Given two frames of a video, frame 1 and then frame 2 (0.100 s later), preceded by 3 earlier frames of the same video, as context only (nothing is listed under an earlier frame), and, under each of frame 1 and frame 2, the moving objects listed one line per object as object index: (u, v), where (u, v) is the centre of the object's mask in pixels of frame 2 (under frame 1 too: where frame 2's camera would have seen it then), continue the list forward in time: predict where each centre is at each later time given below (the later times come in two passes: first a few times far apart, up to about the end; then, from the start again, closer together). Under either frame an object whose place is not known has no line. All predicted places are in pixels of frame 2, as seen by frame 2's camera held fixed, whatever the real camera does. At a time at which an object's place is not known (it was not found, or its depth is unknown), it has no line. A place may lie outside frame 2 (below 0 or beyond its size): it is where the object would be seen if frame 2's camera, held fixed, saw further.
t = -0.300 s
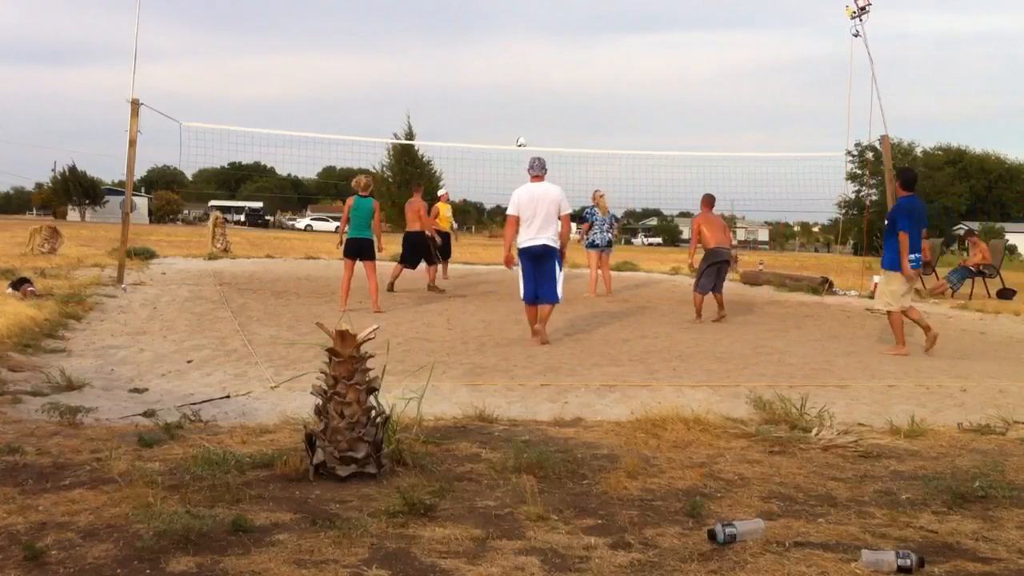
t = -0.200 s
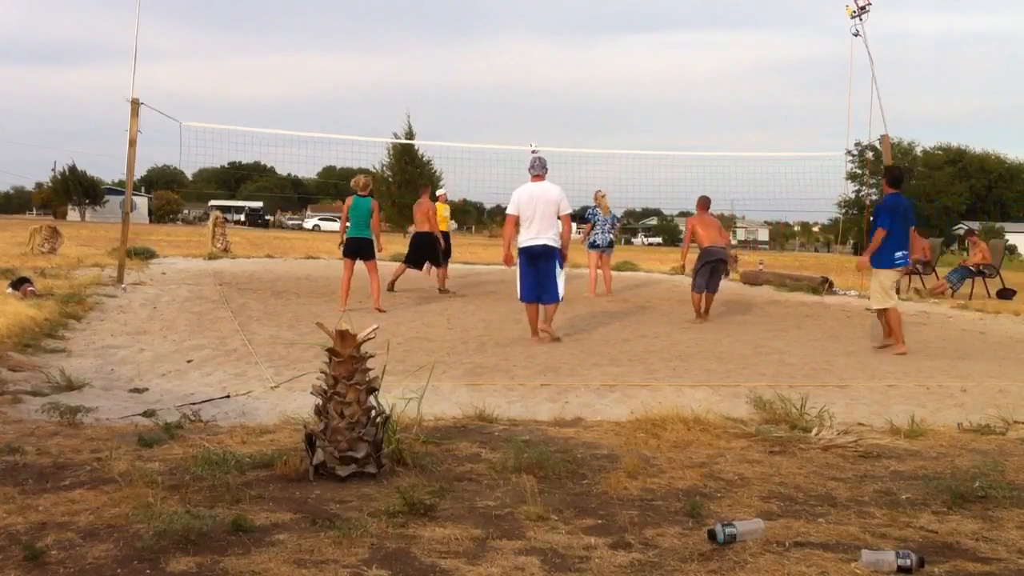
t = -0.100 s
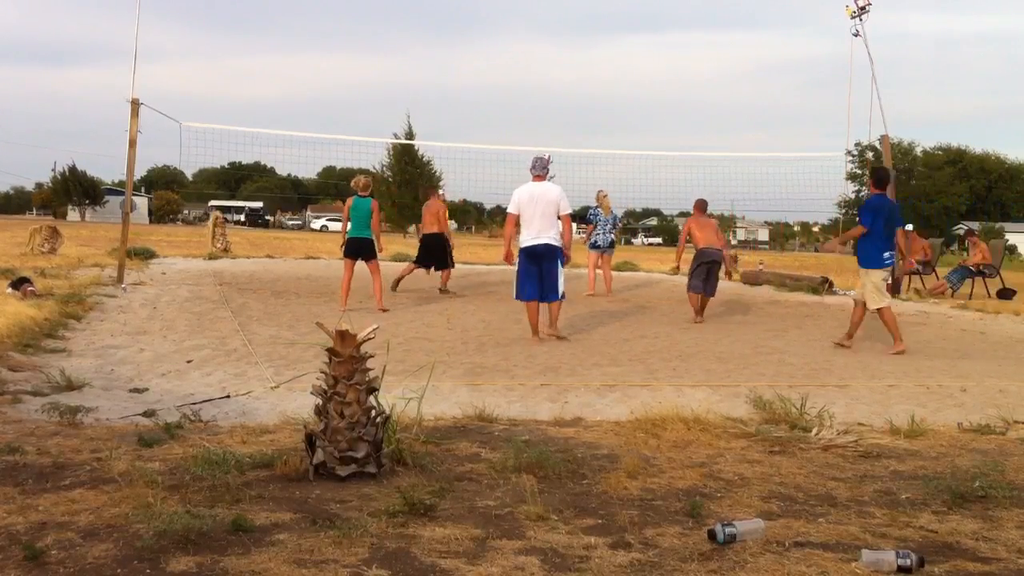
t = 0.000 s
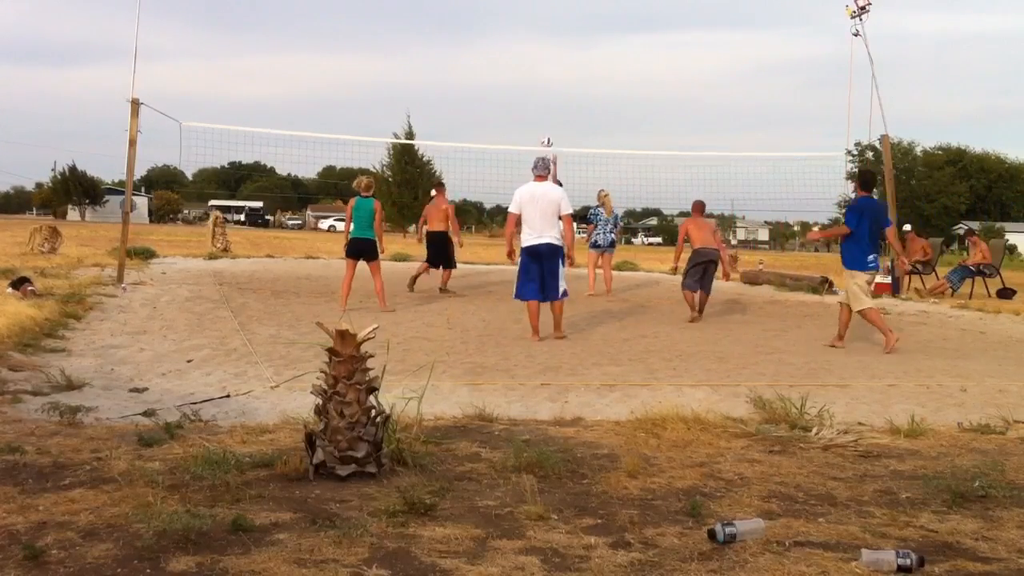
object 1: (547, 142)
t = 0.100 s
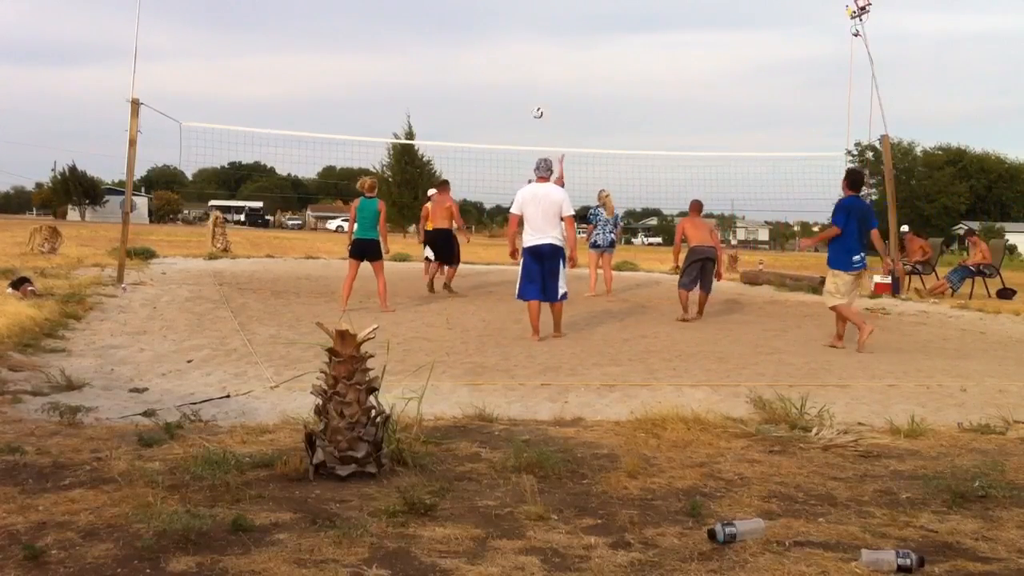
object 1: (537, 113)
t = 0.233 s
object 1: (524, 81)
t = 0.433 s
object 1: (505, 48)
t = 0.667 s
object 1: (481, 40)
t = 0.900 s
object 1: (456, 63)
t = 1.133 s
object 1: (430, 122)
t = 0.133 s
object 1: (534, 104)
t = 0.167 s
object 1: (531, 95)
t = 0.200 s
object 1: (527, 87)
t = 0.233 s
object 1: (524, 81)
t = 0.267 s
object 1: (521, 73)
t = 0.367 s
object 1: (511, 57)
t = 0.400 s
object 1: (508, 52)
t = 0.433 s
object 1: (505, 48)
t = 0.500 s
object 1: (498, 43)
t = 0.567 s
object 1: (492, 40)
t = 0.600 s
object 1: (488, 39)
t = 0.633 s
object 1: (485, 39)
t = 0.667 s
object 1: (481, 40)
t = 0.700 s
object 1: (478, 41)
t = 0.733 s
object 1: (474, 43)
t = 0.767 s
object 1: (471, 45)
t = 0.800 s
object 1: (467, 49)
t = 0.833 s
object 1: (463, 53)
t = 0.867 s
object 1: (460, 58)
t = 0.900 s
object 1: (456, 63)
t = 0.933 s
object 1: (452, 70)
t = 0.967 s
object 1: (449, 77)
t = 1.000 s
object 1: (445, 84)
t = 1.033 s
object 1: (442, 93)
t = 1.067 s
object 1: (438, 102)
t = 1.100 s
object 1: (434, 112)
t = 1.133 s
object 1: (430, 122)
